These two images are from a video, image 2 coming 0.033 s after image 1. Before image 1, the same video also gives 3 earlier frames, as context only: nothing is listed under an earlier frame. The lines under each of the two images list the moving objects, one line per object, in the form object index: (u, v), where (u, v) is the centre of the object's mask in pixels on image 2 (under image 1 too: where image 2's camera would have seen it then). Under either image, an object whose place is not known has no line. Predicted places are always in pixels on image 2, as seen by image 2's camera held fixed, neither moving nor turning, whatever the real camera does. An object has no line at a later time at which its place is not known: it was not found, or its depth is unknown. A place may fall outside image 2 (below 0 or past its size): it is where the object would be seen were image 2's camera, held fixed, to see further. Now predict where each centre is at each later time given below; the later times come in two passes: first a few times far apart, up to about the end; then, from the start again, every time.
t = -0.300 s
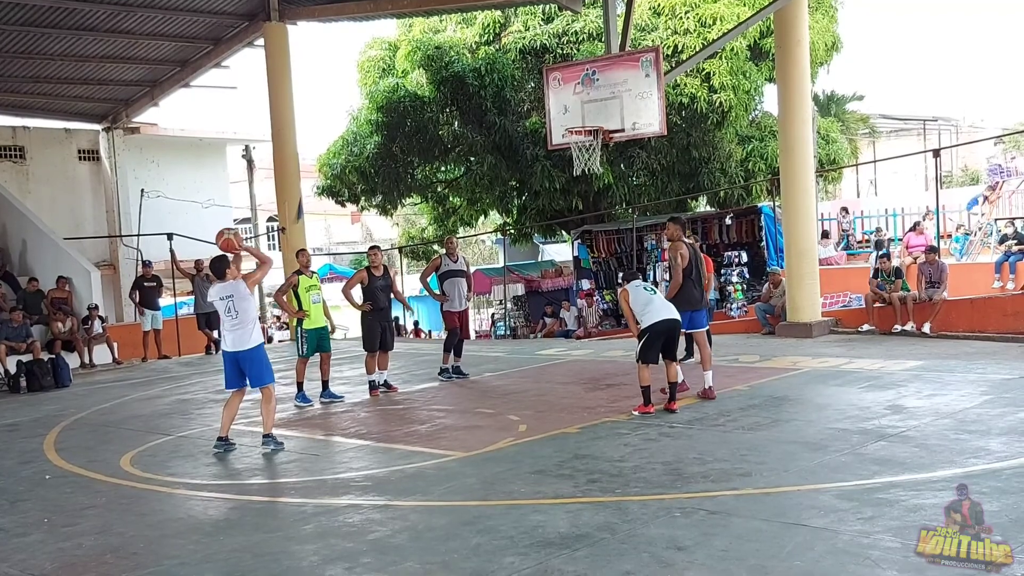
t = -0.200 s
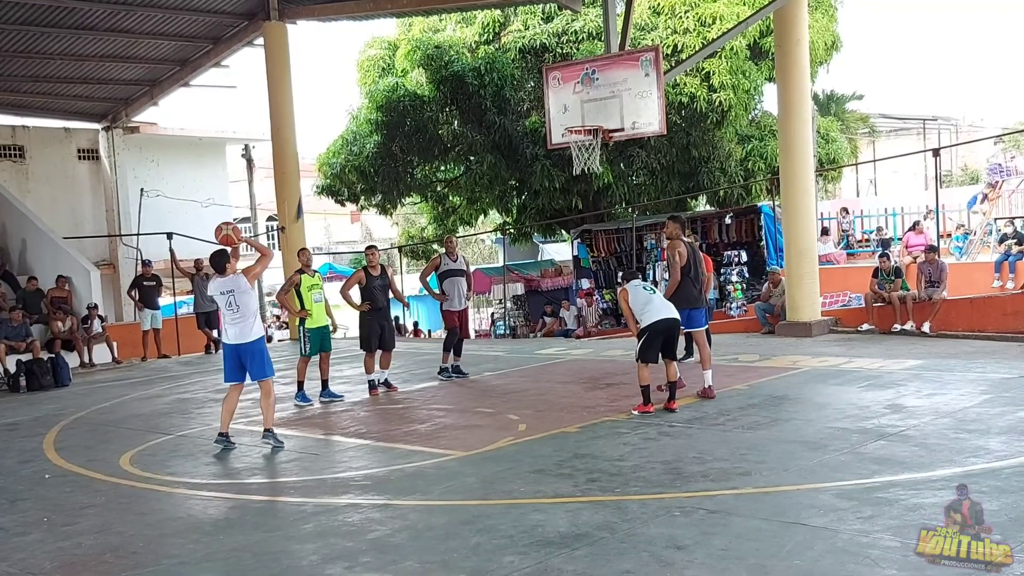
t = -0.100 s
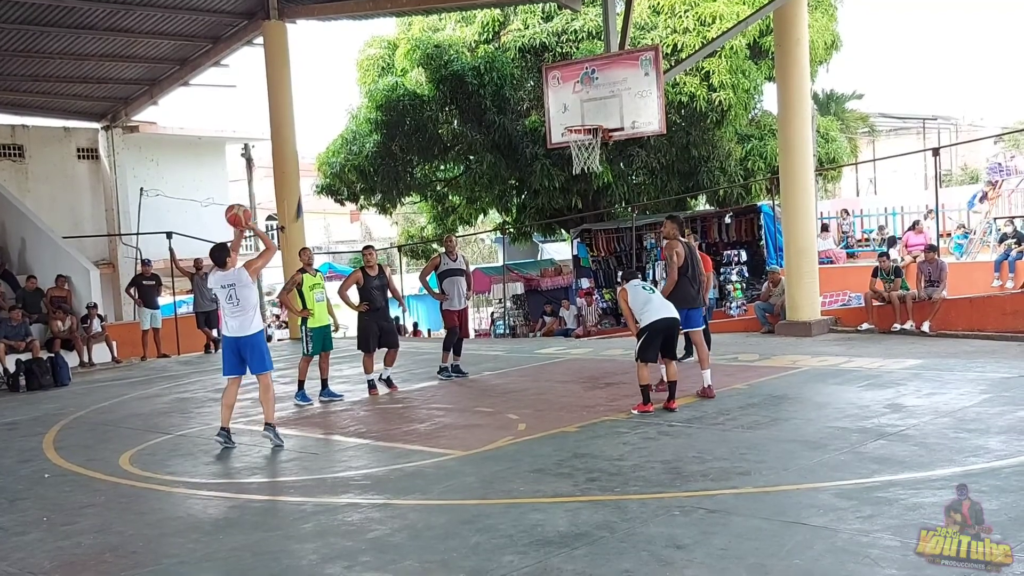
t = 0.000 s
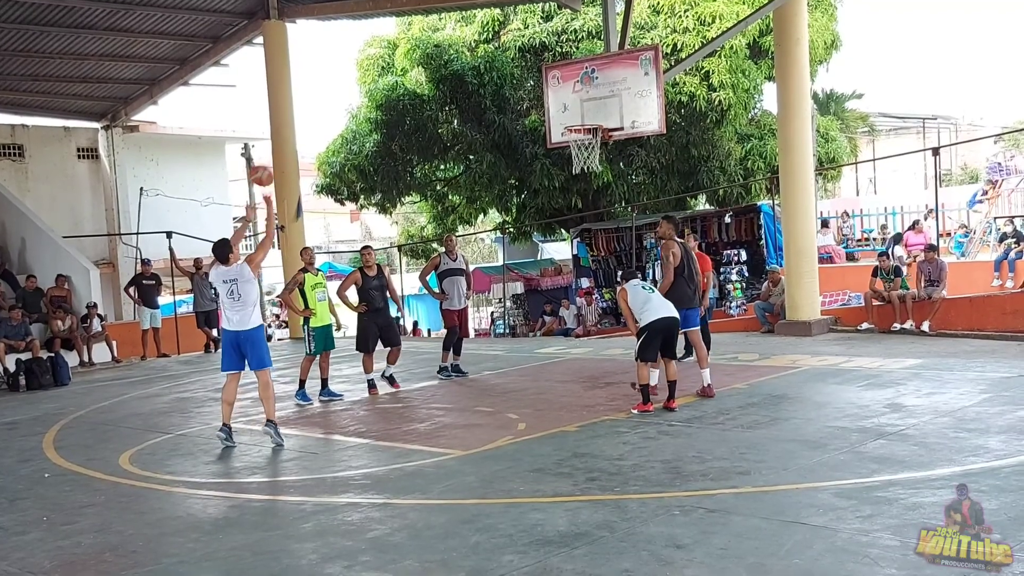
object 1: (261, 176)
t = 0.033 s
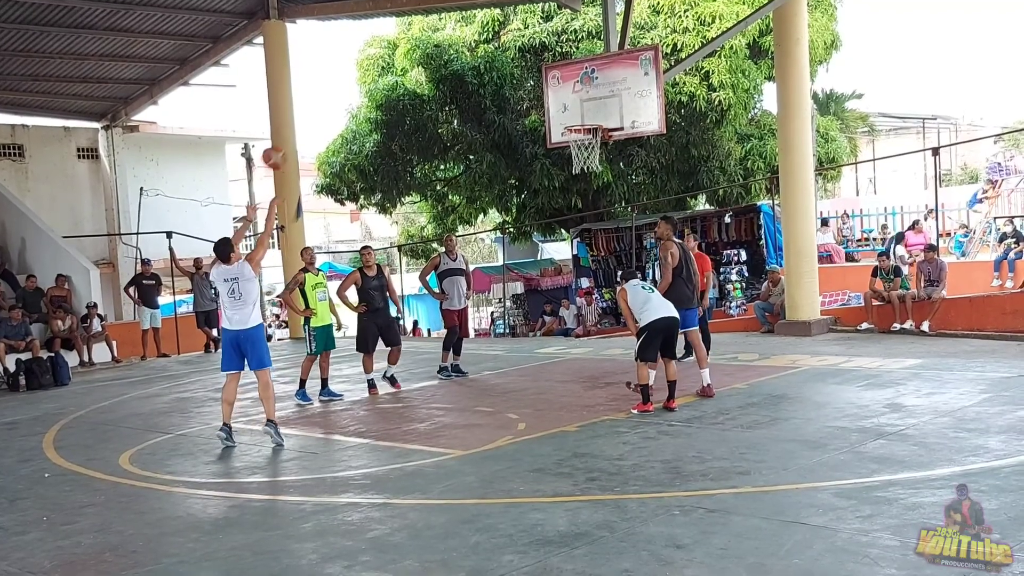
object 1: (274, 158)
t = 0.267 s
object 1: (357, 67)
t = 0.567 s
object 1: (455, 36)
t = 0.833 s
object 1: (535, 76)
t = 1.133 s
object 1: (571, 98)
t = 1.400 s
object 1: (569, 109)
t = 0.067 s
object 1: (284, 141)
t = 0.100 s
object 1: (297, 125)
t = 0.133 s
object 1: (310, 111)
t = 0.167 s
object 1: (322, 98)
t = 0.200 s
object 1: (333, 86)
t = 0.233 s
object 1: (345, 76)
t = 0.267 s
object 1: (357, 67)
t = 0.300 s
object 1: (368, 59)
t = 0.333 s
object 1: (379, 52)
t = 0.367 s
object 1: (390, 46)
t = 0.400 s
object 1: (401, 42)
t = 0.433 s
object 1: (413, 39)
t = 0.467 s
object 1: (424, 37)
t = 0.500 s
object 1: (434, 35)
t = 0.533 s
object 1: (444, 35)
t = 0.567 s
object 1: (455, 36)
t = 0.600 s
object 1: (465, 38)
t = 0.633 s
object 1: (475, 41)
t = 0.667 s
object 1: (487, 44)
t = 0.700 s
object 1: (496, 49)
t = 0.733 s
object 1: (506, 54)
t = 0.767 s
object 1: (516, 61)
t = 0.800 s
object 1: (526, 68)
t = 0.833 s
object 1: (535, 76)
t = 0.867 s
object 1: (544, 85)
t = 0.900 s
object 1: (554, 95)
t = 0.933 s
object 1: (563, 105)
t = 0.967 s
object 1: (572, 117)
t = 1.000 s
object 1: (573, 115)
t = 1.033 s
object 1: (572, 109)
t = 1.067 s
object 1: (572, 105)
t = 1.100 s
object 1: (571, 101)
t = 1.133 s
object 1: (571, 98)
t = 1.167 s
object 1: (570, 96)
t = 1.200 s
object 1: (570, 95)
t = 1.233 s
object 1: (570, 95)
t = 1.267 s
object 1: (570, 96)
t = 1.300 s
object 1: (569, 98)
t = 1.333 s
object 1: (569, 100)
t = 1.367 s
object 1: (569, 104)
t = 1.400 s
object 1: (569, 109)
